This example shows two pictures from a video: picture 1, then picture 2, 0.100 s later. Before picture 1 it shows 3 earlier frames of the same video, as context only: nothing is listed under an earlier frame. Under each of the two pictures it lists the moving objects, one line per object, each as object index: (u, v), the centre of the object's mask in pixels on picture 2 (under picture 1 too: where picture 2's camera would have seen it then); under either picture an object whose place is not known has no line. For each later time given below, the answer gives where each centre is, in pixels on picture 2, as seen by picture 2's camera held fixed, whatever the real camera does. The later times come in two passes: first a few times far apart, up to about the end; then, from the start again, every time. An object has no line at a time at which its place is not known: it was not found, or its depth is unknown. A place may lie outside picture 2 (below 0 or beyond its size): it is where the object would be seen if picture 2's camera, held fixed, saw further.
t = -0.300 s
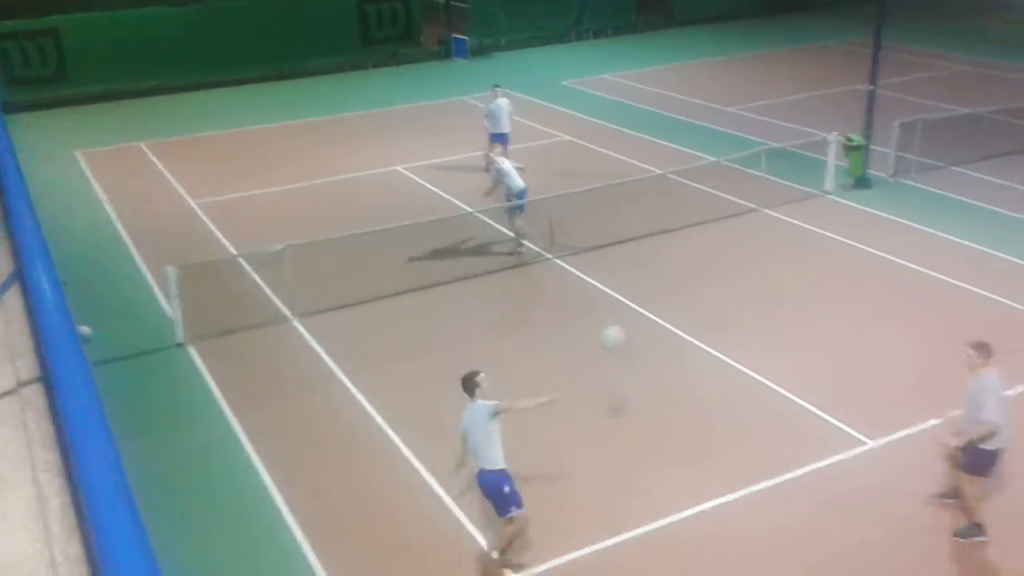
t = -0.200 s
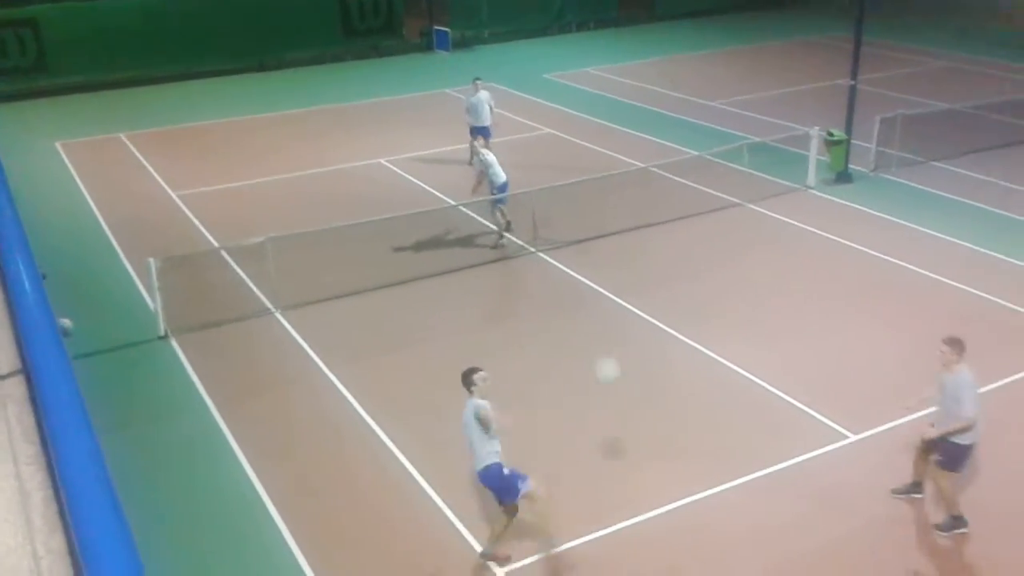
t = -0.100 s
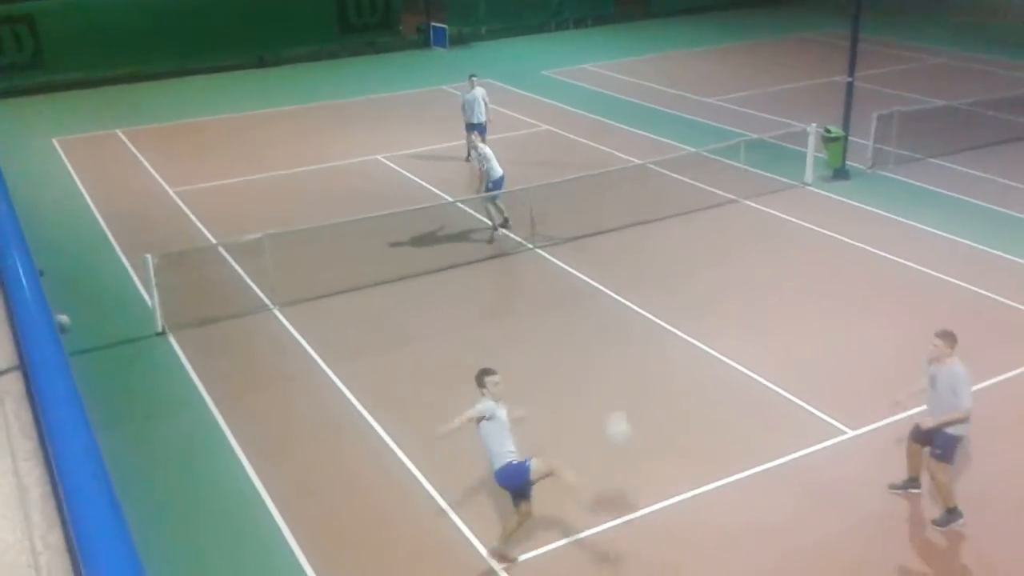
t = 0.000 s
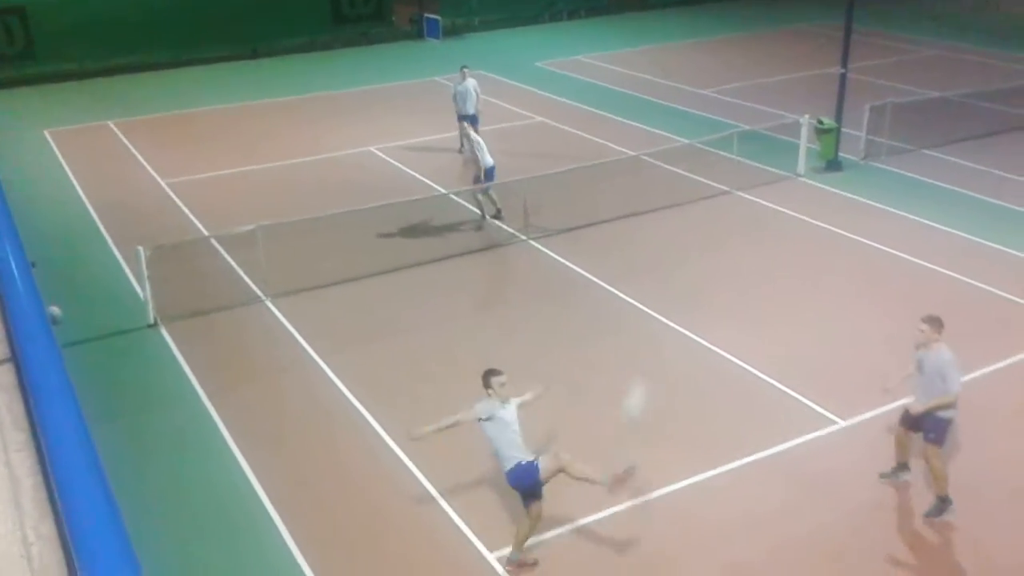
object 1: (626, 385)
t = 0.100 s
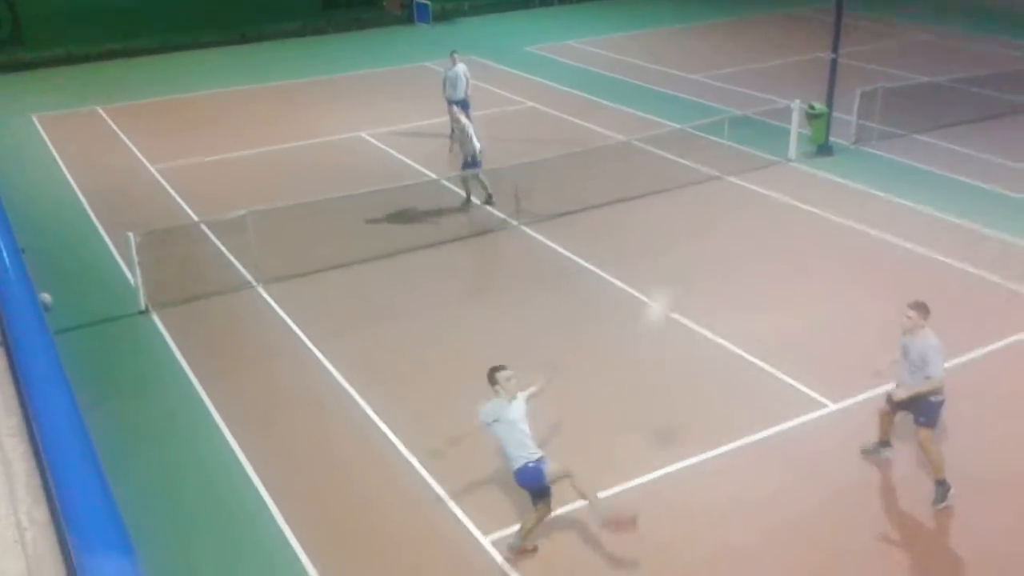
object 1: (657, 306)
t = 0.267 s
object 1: (711, 200)
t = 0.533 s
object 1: (795, 91)
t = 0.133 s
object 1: (667, 284)
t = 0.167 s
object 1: (678, 263)
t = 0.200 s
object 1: (689, 240)
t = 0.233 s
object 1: (700, 222)
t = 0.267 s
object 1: (711, 200)
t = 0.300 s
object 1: (720, 182)
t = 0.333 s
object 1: (731, 165)
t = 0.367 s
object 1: (742, 149)
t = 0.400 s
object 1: (754, 134)
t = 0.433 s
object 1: (763, 121)
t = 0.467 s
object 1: (774, 110)
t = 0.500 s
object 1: (784, 100)
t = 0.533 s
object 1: (795, 91)
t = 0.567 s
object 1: (805, 84)
